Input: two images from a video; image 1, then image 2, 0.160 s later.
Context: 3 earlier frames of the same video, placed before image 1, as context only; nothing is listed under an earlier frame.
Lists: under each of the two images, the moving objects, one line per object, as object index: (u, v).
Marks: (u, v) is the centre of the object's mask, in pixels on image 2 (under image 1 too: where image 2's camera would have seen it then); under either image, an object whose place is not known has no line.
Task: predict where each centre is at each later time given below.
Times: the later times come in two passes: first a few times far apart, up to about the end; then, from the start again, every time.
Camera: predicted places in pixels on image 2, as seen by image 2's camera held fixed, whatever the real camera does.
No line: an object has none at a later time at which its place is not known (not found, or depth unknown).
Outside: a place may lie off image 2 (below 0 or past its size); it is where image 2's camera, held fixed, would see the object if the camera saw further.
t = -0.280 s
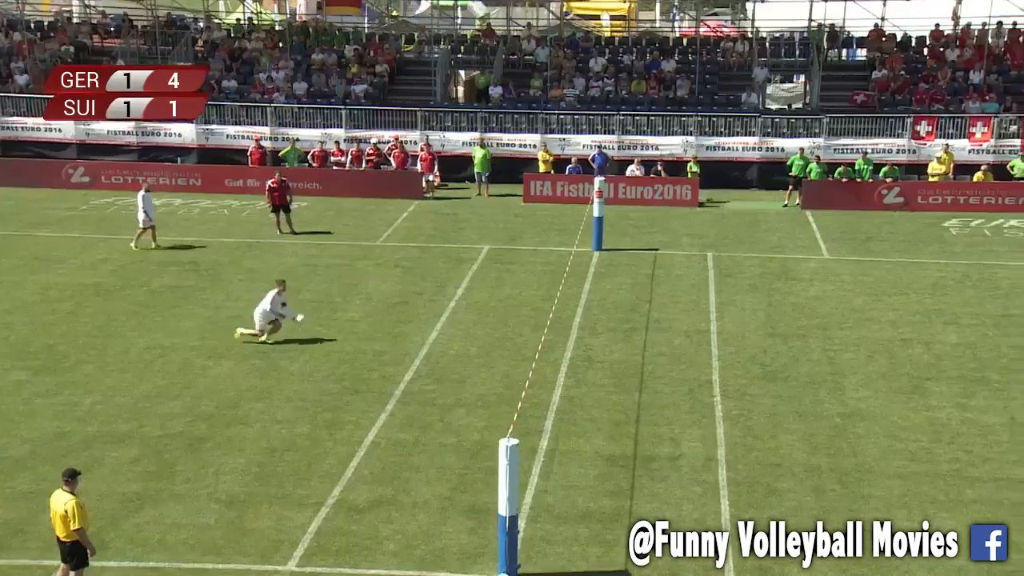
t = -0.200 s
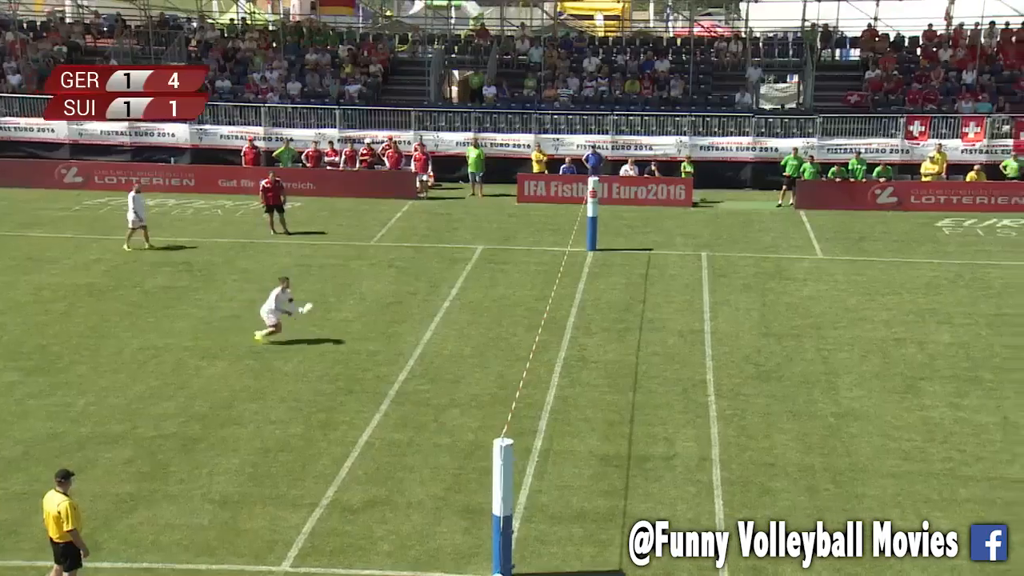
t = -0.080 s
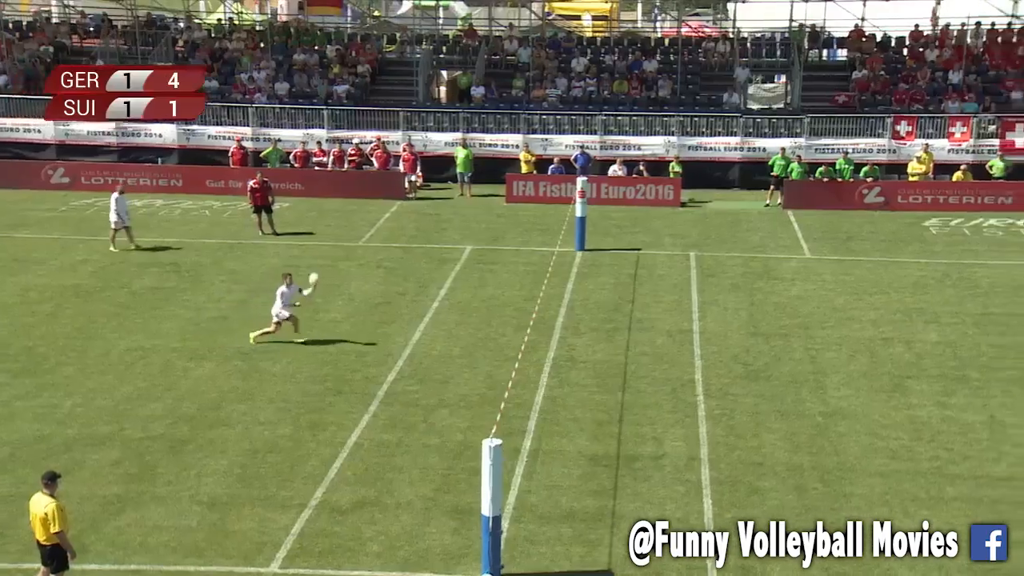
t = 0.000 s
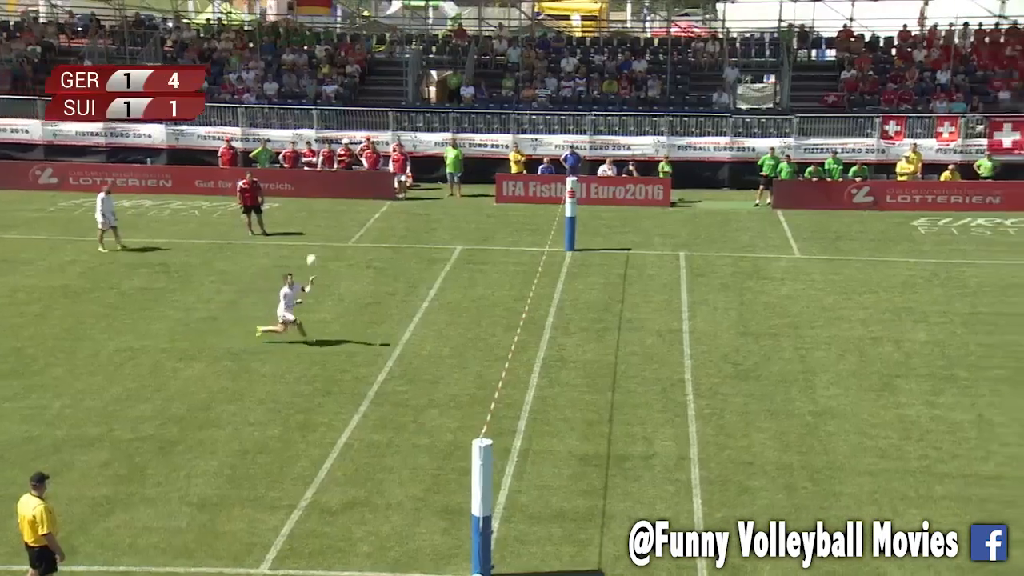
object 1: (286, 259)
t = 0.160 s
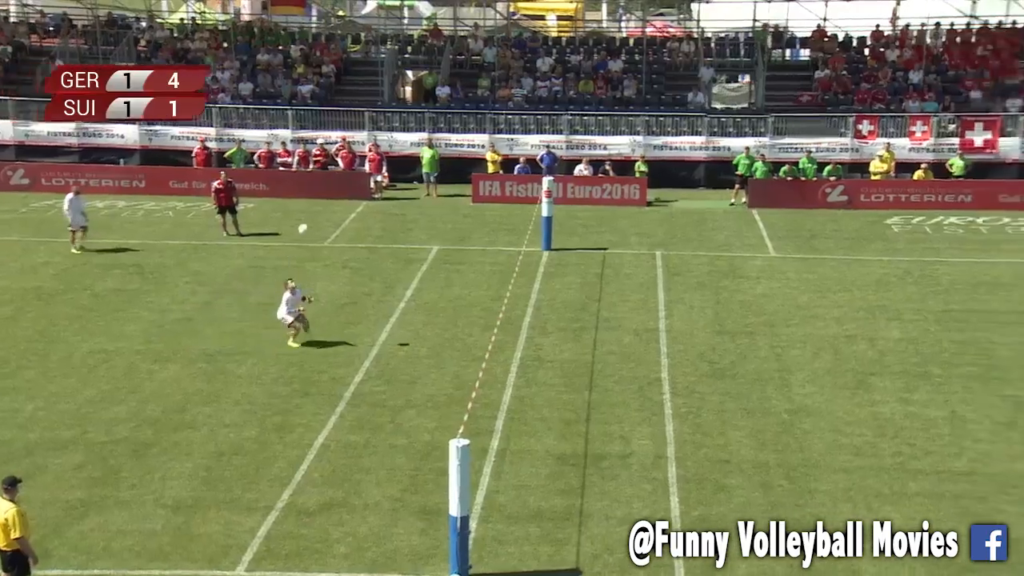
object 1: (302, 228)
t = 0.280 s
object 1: (314, 214)
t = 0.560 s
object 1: (345, 206)
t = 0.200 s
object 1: (306, 223)
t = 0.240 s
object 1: (311, 217)
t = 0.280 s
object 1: (314, 214)
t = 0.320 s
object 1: (319, 210)
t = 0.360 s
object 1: (323, 208)
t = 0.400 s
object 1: (327, 205)
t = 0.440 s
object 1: (331, 205)
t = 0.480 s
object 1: (336, 205)
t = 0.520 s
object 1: (341, 205)
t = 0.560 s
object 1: (345, 206)
